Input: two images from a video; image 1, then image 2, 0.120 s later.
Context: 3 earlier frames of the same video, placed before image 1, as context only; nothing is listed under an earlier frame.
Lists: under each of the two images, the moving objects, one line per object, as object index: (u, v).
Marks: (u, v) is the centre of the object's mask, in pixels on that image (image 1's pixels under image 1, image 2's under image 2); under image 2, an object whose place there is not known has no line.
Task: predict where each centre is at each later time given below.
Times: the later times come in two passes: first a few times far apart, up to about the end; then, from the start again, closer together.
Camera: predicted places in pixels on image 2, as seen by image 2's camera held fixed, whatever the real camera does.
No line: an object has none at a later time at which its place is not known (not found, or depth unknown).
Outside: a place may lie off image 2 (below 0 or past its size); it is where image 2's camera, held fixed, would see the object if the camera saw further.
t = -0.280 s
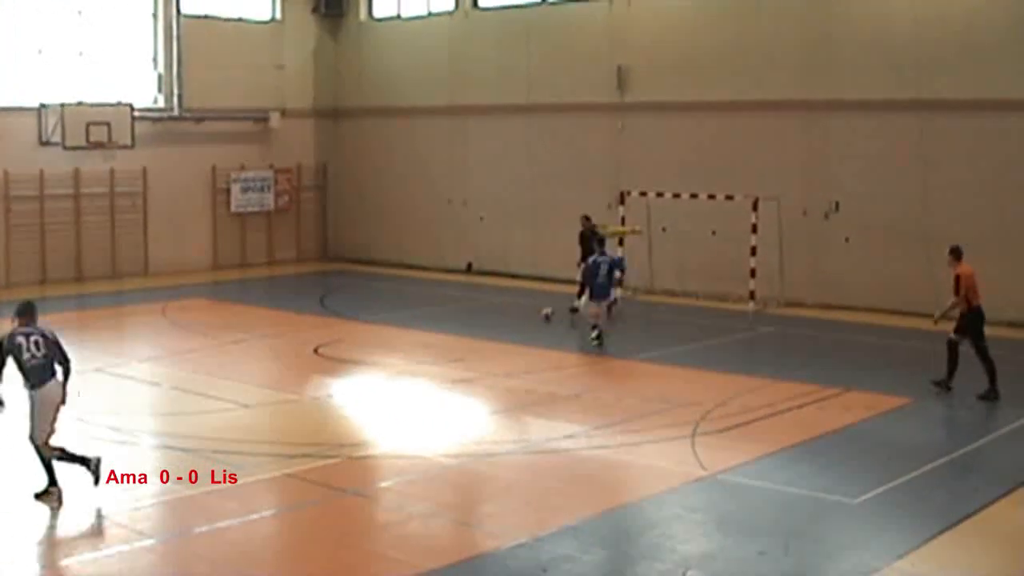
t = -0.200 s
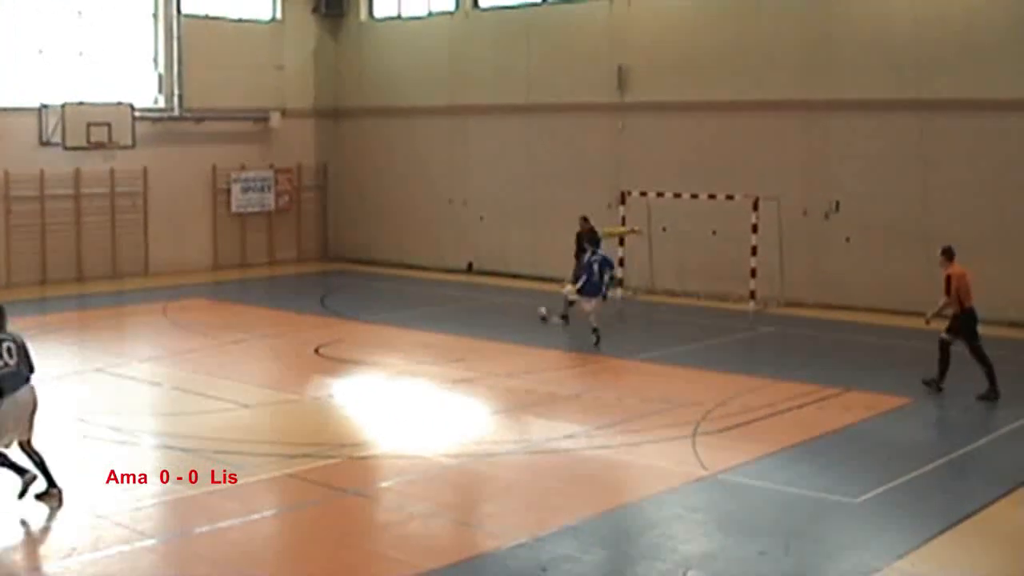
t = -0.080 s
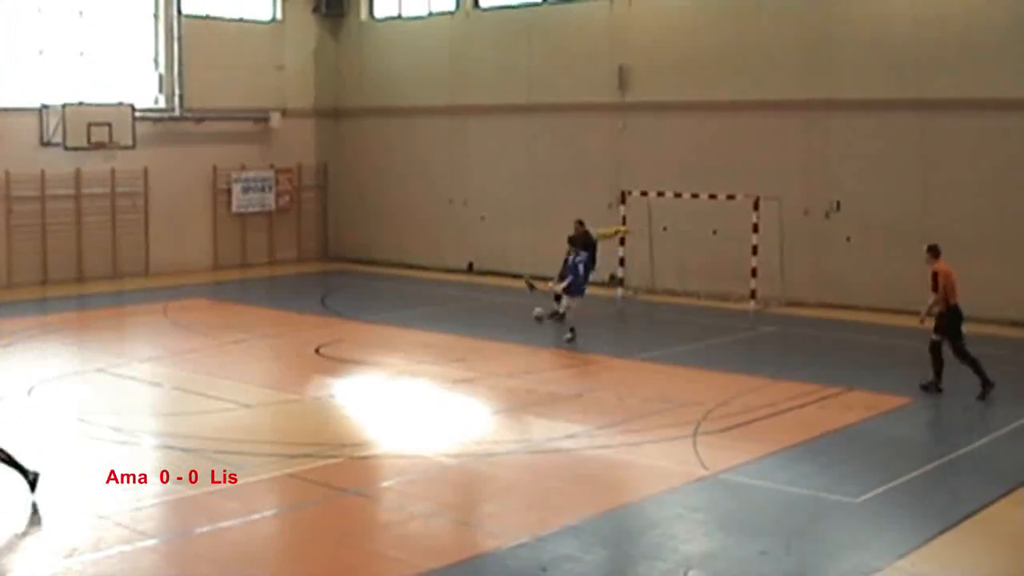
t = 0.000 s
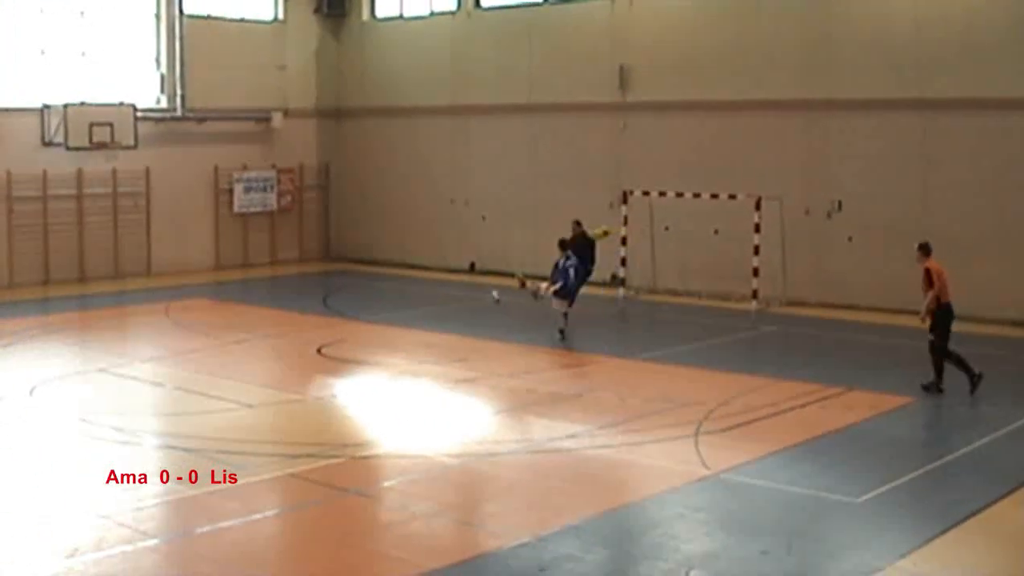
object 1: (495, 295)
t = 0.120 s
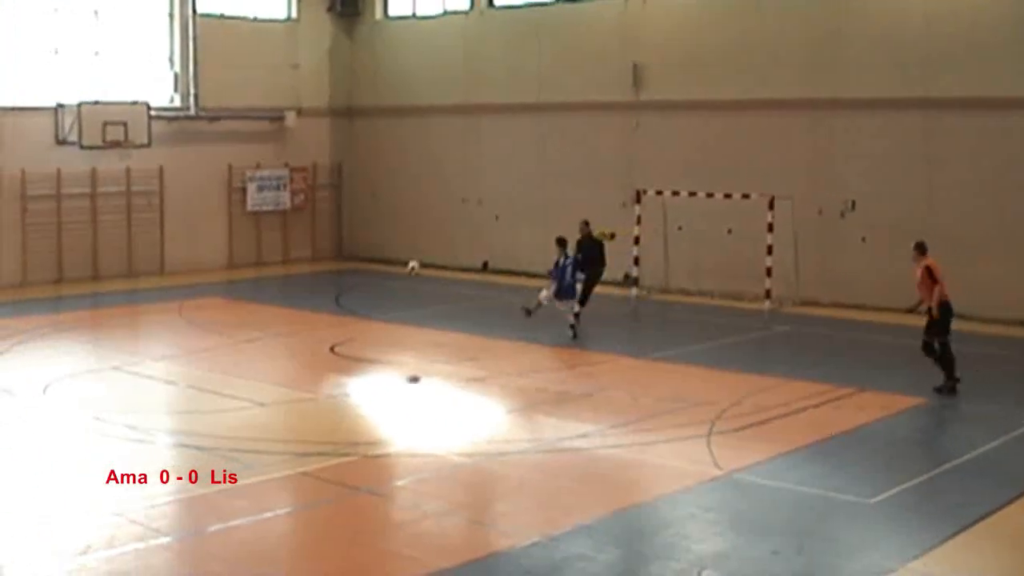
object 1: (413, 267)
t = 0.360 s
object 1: (176, 233)
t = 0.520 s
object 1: (-44, 237)
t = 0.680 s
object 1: (-321, 283)
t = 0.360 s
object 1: (176, 233)
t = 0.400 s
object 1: (125, 232)
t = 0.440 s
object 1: (73, 232)
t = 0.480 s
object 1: (17, 233)
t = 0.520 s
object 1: (-44, 237)
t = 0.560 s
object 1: (-105, 245)
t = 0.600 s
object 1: (-171, 253)
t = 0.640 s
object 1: (-243, 266)
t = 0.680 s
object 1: (-321, 283)
